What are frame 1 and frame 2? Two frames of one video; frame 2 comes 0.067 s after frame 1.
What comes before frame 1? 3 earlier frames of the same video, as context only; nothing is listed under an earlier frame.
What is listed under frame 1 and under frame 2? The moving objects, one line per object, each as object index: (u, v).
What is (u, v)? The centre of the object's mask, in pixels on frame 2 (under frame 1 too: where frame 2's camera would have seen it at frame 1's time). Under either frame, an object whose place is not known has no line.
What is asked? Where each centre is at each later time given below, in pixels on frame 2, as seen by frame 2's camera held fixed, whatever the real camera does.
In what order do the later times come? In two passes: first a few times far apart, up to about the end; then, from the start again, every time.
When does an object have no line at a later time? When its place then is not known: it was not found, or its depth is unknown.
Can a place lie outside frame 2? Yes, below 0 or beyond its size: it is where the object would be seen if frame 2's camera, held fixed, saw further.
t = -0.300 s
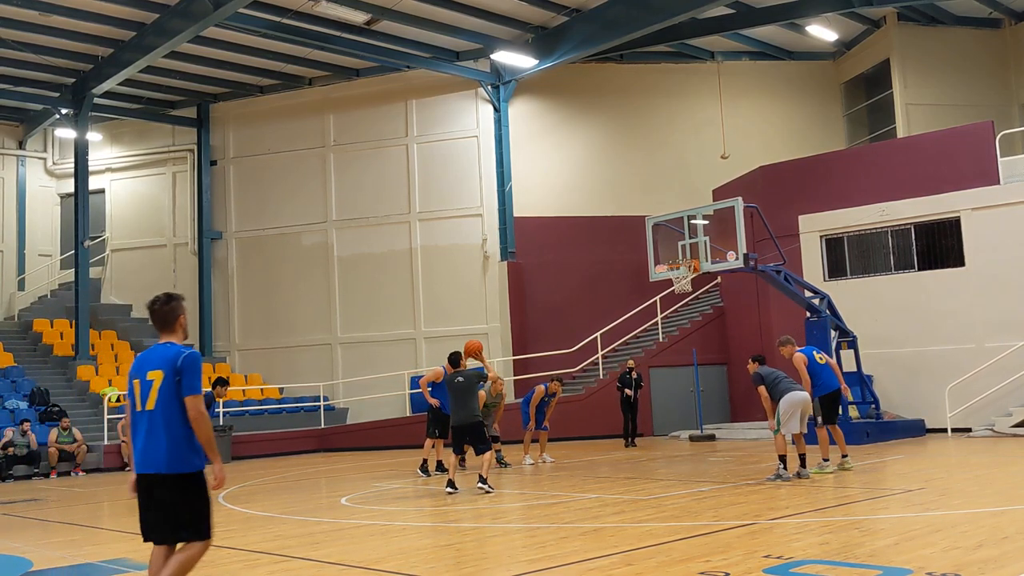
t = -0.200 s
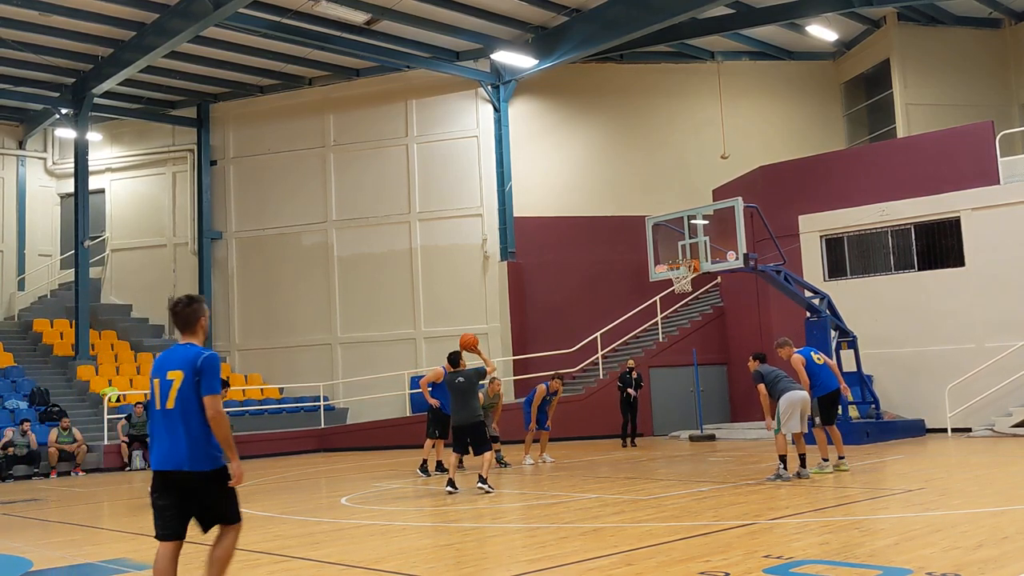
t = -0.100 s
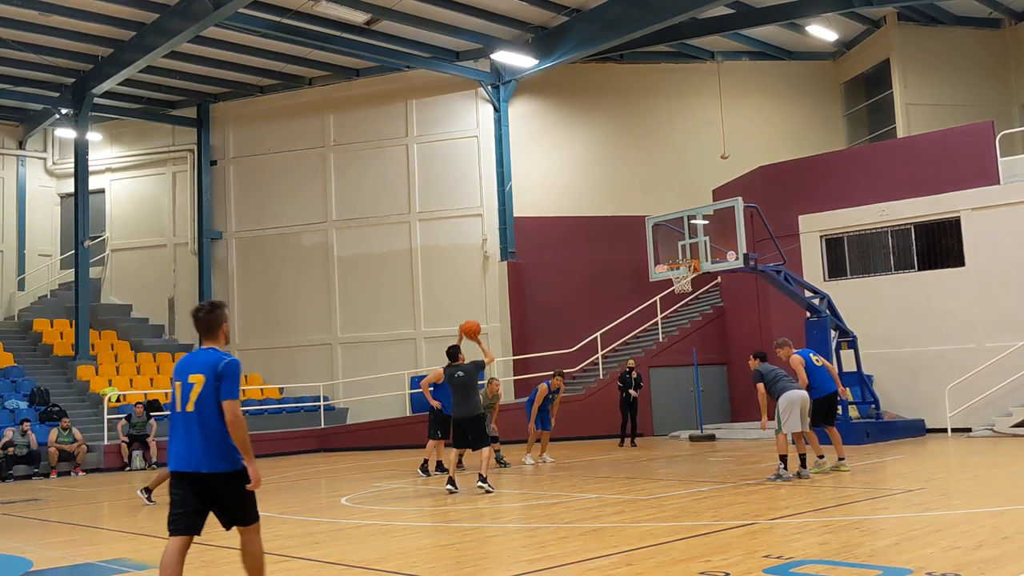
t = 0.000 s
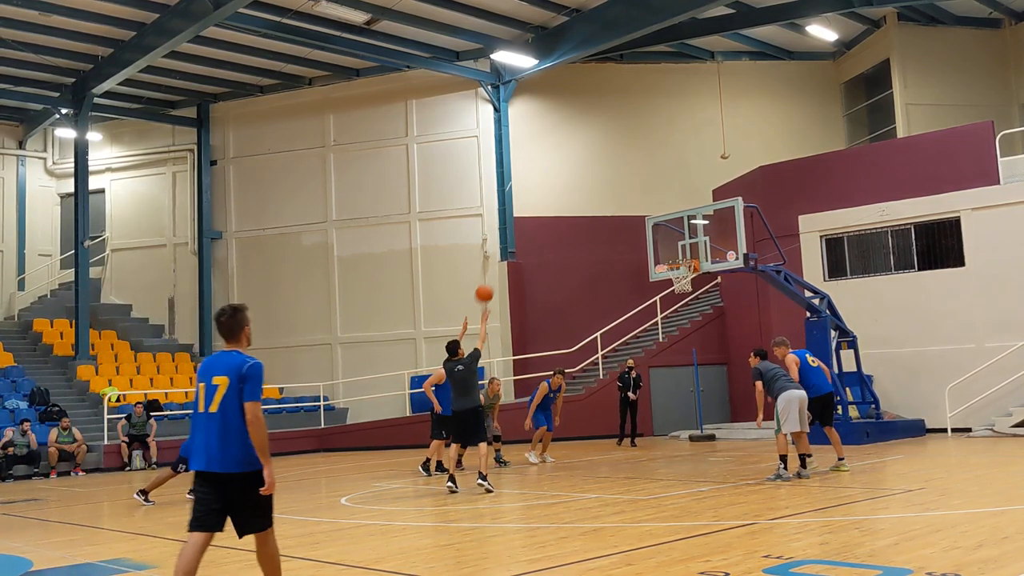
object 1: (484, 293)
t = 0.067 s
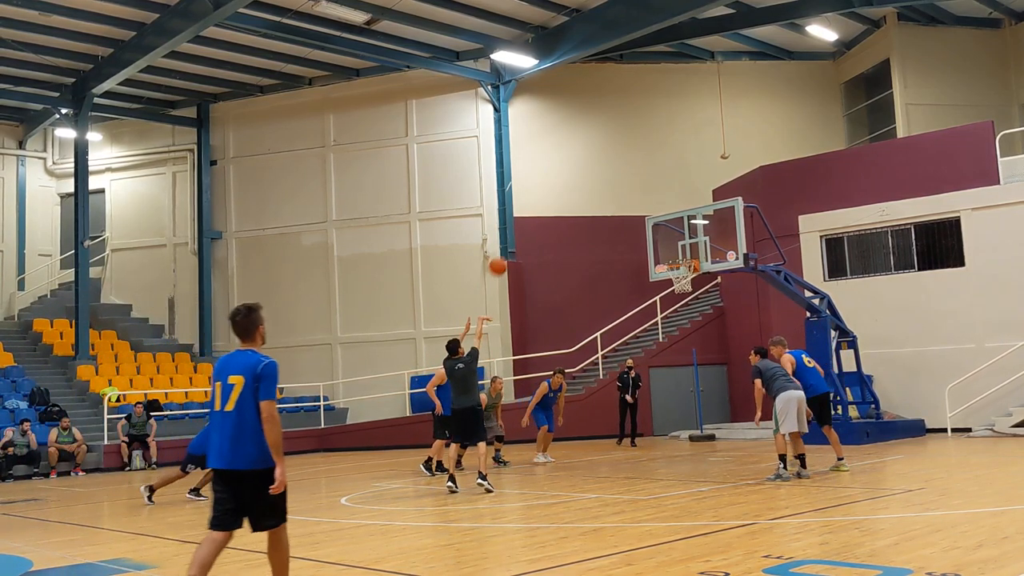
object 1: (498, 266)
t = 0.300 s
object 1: (544, 202)
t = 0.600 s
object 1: (599, 181)
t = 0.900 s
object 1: (652, 216)
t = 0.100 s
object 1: (505, 253)
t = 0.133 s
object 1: (511, 242)
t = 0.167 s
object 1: (518, 232)
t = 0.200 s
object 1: (524, 222)
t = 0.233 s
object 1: (531, 214)
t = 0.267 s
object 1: (537, 208)
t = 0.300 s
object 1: (544, 202)
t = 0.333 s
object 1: (550, 196)
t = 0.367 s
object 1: (556, 192)
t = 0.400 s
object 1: (563, 188)
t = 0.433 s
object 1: (569, 184)
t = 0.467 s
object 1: (575, 182)
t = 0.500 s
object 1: (581, 181)
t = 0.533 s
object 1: (587, 180)
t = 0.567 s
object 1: (593, 180)
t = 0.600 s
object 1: (599, 181)
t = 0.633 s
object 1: (605, 181)
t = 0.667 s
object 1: (611, 184)
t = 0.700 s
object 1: (617, 186)
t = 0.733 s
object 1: (623, 190)
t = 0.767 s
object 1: (629, 194)
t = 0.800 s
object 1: (634, 199)
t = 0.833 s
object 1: (641, 204)
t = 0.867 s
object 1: (646, 209)
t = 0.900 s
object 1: (652, 216)
